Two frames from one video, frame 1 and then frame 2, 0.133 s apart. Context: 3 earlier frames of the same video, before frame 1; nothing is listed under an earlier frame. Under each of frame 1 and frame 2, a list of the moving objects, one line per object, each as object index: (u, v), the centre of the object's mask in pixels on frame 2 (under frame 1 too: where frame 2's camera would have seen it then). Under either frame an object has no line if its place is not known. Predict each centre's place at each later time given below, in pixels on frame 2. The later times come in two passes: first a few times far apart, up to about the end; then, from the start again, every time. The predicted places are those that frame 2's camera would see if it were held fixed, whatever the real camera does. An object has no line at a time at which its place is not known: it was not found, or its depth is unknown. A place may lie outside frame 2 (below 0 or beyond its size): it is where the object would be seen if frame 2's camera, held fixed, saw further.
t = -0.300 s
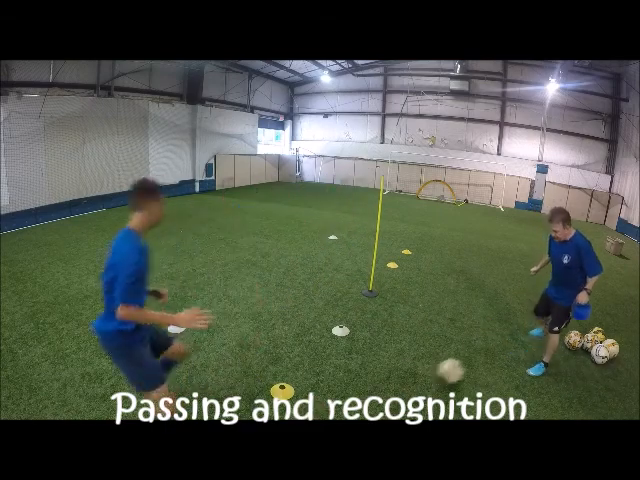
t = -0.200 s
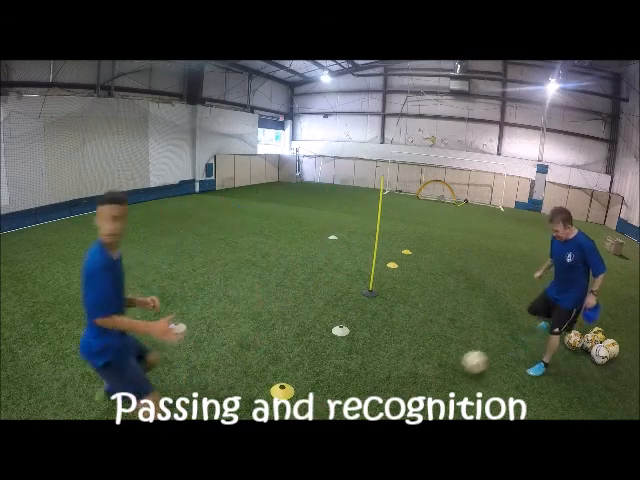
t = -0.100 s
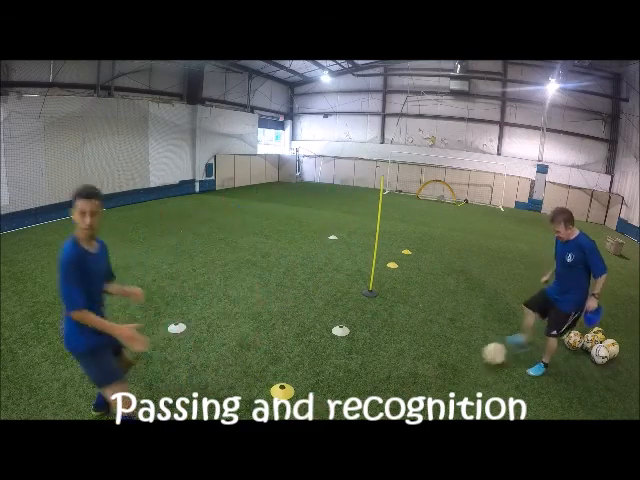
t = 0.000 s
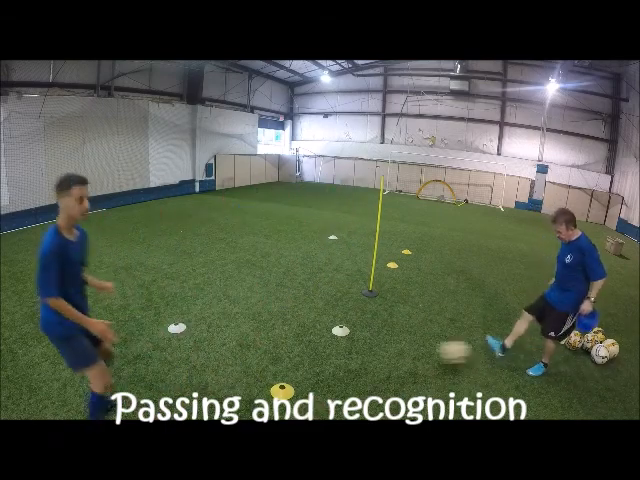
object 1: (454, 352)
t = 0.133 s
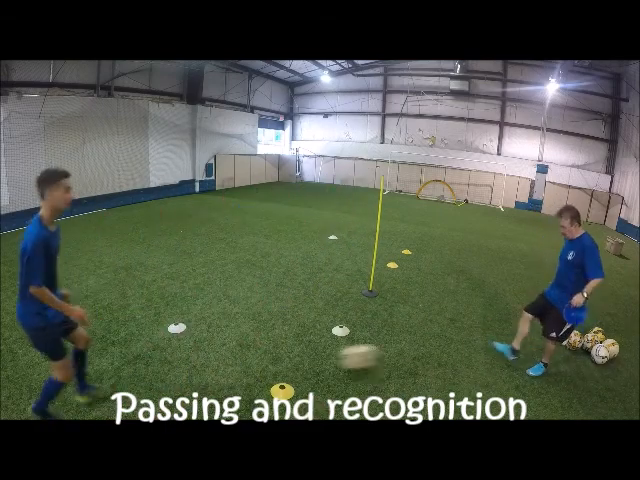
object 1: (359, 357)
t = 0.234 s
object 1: (292, 355)
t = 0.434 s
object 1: (179, 349)
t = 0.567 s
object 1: (123, 341)
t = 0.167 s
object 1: (333, 359)
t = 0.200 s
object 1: (312, 357)
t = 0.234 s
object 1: (292, 355)
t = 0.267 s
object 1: (270, 354)
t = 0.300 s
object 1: (252, 354)
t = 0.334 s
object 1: (229, 354)
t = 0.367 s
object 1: (211, 352)
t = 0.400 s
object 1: (196, 349)
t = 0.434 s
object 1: (179, 349)
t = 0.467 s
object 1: (164, 346)
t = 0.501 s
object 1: (150, 343)
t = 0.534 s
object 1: (137, 342)
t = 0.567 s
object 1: (123, 341)
